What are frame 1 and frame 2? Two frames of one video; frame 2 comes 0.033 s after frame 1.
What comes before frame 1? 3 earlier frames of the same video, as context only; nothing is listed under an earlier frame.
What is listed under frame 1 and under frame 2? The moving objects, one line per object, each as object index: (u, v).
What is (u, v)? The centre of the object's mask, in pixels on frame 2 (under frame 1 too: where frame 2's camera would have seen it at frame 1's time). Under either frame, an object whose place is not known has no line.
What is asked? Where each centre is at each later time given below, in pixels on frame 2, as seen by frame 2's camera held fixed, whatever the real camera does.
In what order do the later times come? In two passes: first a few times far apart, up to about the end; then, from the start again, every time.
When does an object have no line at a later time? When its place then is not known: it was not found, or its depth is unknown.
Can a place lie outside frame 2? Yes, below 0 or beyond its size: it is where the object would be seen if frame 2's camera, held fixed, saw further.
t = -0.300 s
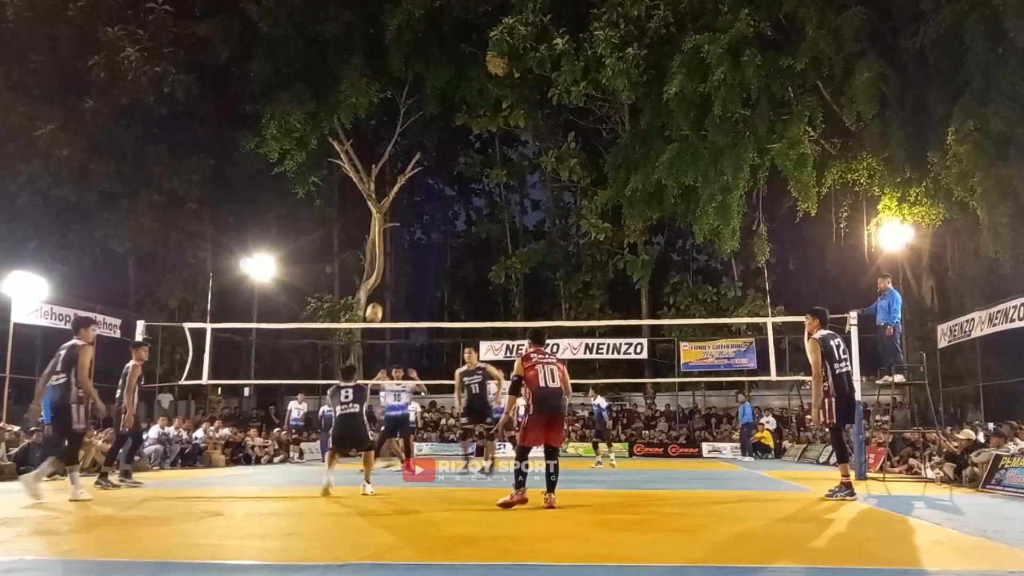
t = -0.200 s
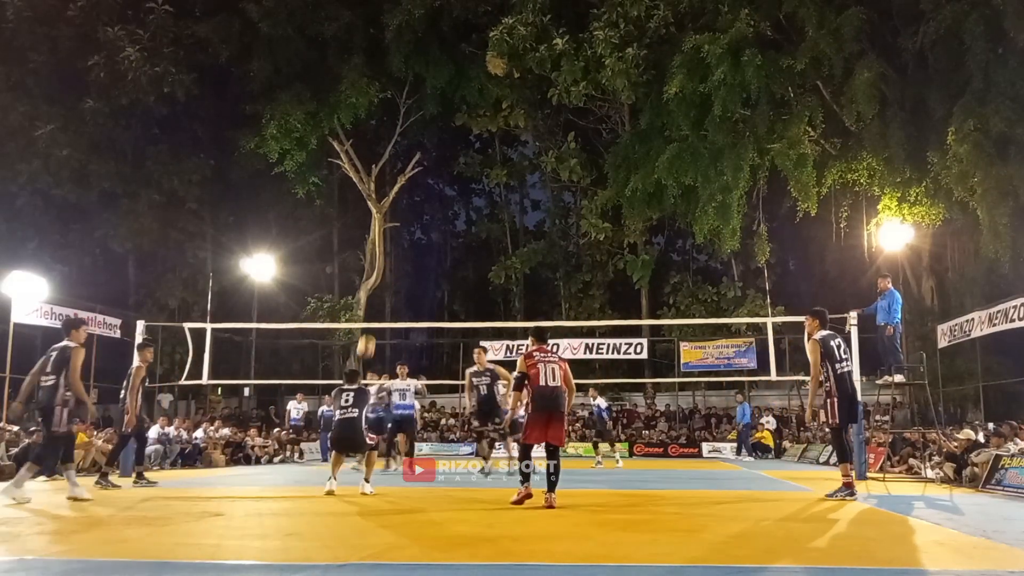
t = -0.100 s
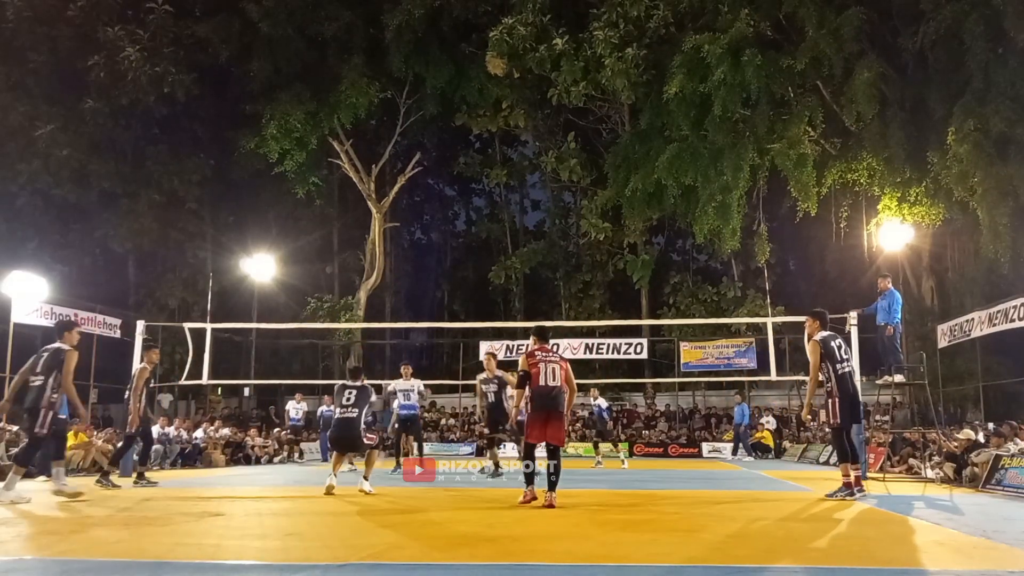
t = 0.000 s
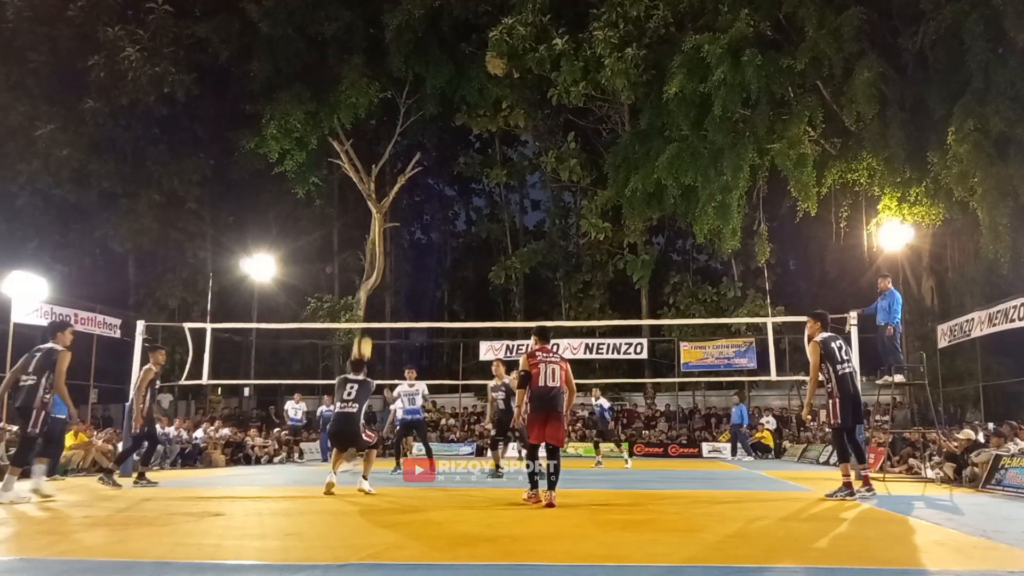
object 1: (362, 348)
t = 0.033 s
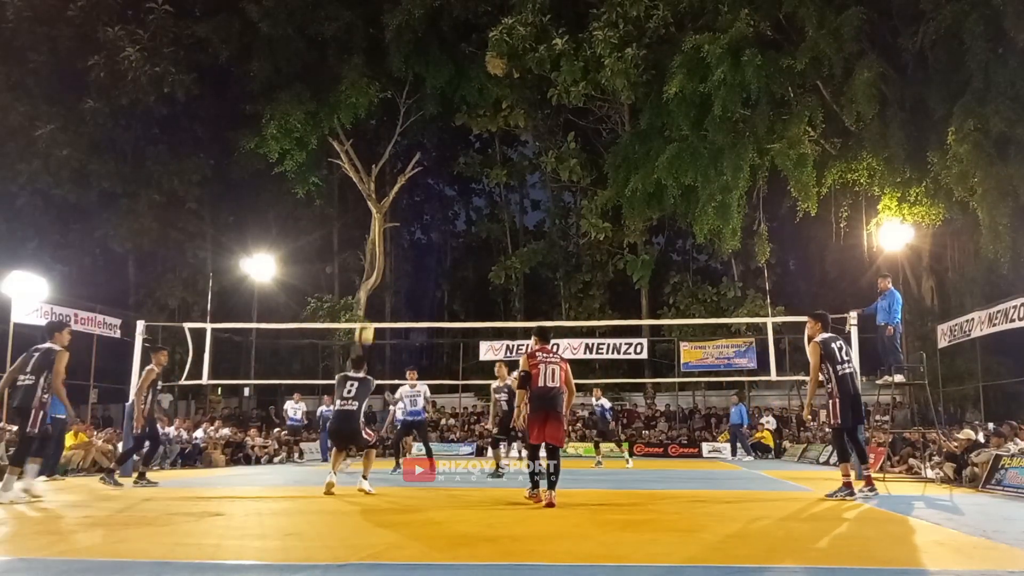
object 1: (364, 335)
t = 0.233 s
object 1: (377, 253)
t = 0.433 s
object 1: (387, 213)
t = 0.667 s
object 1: (395, 202)
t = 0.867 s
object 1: (401, 220)
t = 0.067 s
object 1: (367, 314)
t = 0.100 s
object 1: (368, 302)
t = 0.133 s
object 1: (371, 288)
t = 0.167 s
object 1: (372, 279)
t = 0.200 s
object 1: (374, 265)
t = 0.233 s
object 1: (377, 253)
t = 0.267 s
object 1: (379, 245)
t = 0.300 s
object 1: (381, 237)
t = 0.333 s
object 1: (383, 229)
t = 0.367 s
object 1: (384, 222)
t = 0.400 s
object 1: (385, 218)
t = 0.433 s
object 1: (387, 213)
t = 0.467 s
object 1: (388, 208)
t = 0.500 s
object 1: (389, 206)
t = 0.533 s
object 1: (390, 203)
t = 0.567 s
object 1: (392, 202)
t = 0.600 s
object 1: (393, 201)
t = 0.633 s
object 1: (394, 201)
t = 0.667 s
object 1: (395, 202)
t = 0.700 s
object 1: (396, 203)
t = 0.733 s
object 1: (397, 205)
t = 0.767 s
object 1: (398, 208)
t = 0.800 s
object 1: (399, 212)
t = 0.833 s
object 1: (400, 215)
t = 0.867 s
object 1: (401, 220)
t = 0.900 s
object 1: (402, 226)
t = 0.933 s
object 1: (403, 232)
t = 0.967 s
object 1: (404, 239)
